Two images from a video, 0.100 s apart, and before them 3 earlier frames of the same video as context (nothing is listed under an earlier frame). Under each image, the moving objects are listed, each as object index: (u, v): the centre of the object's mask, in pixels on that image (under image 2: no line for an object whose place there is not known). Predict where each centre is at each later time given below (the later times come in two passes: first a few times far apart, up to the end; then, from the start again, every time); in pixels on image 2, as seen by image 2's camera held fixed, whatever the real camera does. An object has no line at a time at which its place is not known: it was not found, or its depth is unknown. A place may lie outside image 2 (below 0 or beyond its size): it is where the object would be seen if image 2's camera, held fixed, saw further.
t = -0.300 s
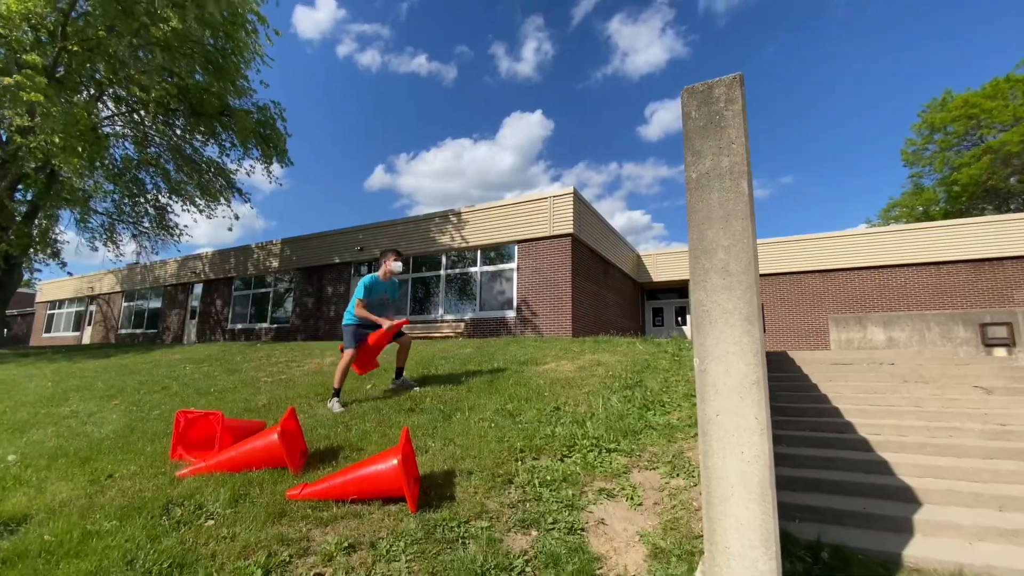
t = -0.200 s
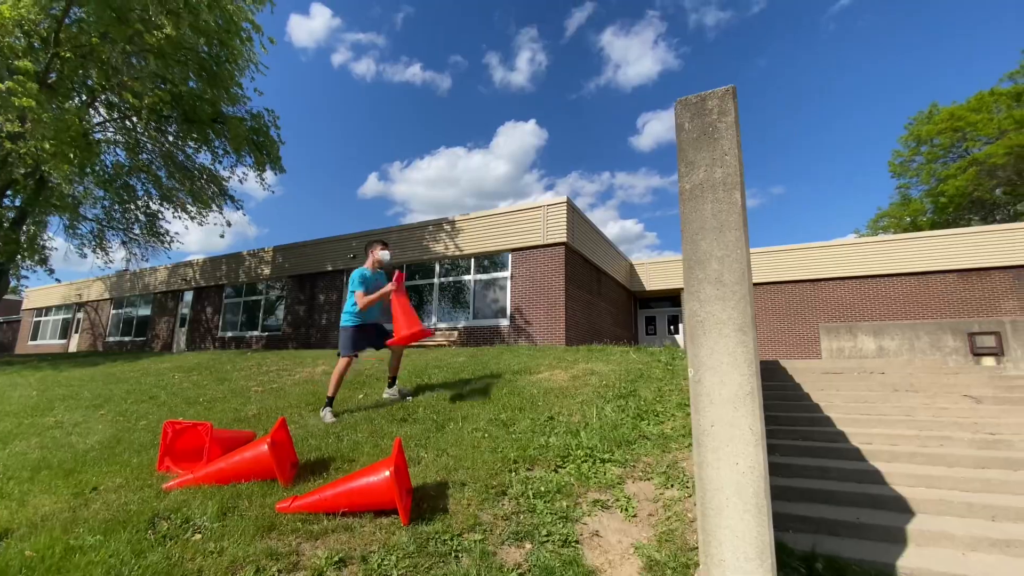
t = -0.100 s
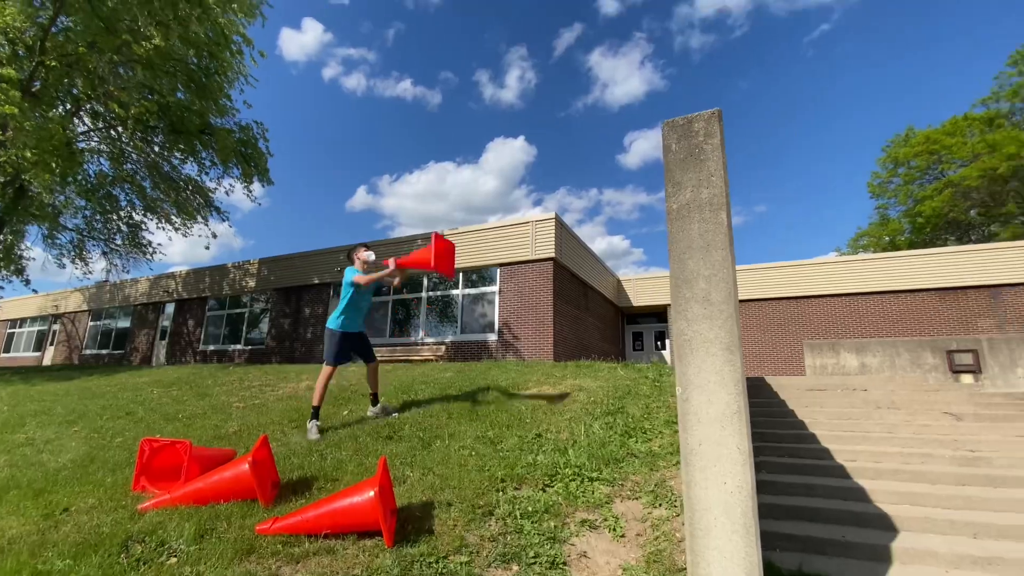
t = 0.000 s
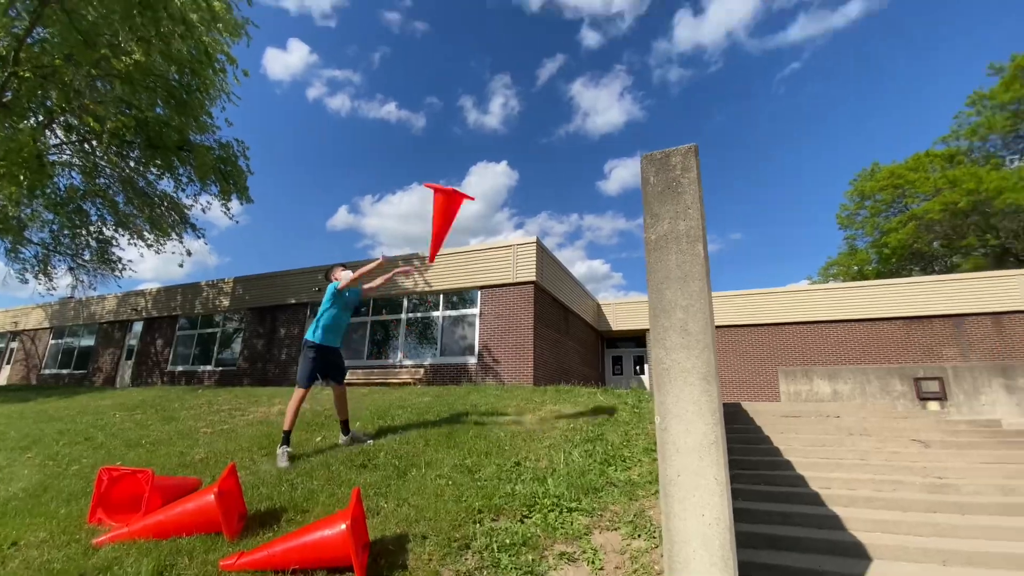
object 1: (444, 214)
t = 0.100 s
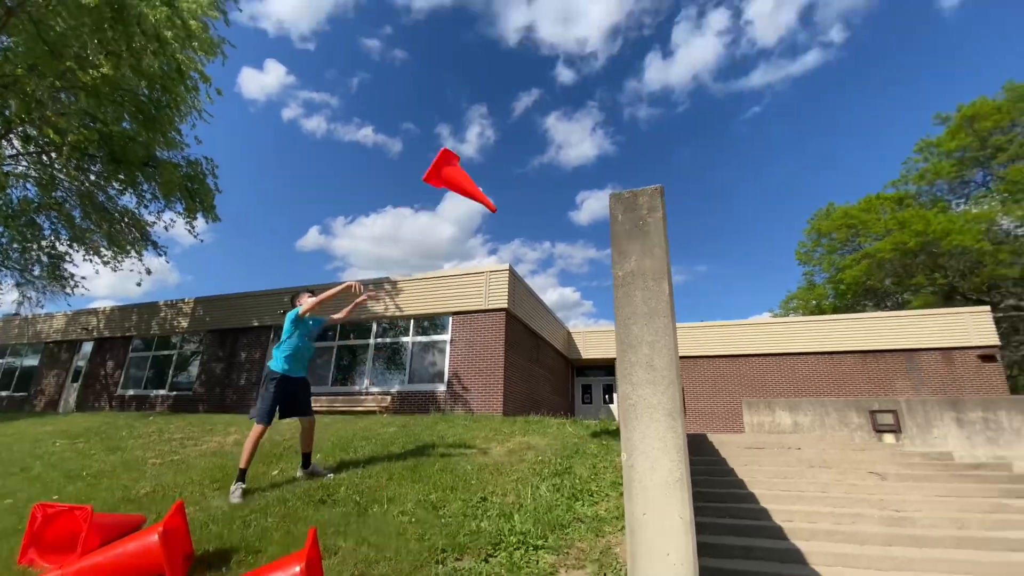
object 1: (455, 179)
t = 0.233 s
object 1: (503, 114)
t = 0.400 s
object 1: (549, 67)
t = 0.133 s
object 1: (468, 162)
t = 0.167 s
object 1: (482, 144)
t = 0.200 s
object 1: (494, 128)
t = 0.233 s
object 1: (503, 114)
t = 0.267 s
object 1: (509, 105)
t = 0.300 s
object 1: (517, 96)
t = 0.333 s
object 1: (528, 87)
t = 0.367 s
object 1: (539, 77)
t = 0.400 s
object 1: (549, 67)
